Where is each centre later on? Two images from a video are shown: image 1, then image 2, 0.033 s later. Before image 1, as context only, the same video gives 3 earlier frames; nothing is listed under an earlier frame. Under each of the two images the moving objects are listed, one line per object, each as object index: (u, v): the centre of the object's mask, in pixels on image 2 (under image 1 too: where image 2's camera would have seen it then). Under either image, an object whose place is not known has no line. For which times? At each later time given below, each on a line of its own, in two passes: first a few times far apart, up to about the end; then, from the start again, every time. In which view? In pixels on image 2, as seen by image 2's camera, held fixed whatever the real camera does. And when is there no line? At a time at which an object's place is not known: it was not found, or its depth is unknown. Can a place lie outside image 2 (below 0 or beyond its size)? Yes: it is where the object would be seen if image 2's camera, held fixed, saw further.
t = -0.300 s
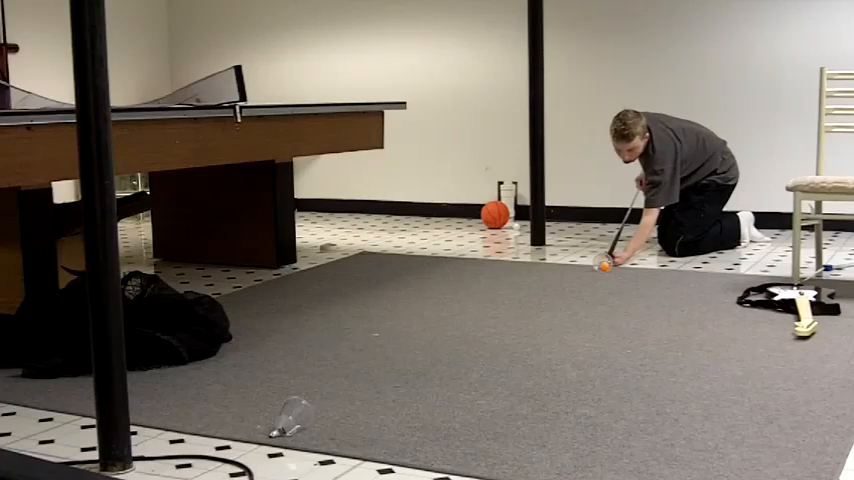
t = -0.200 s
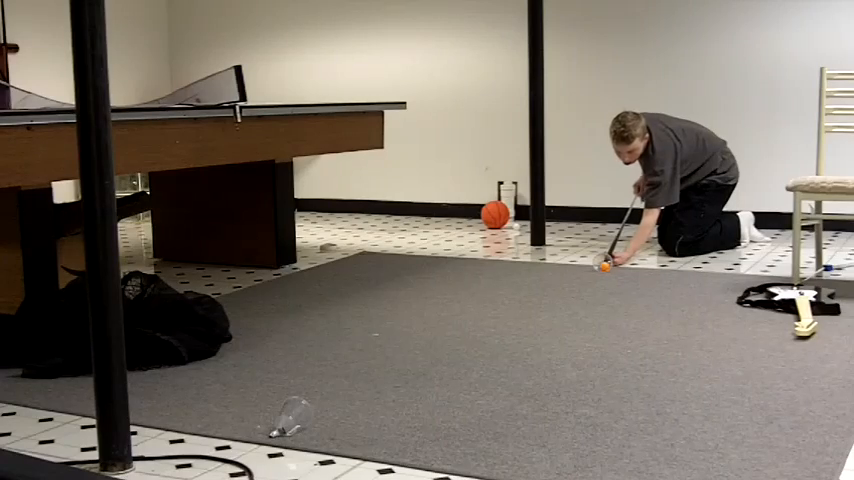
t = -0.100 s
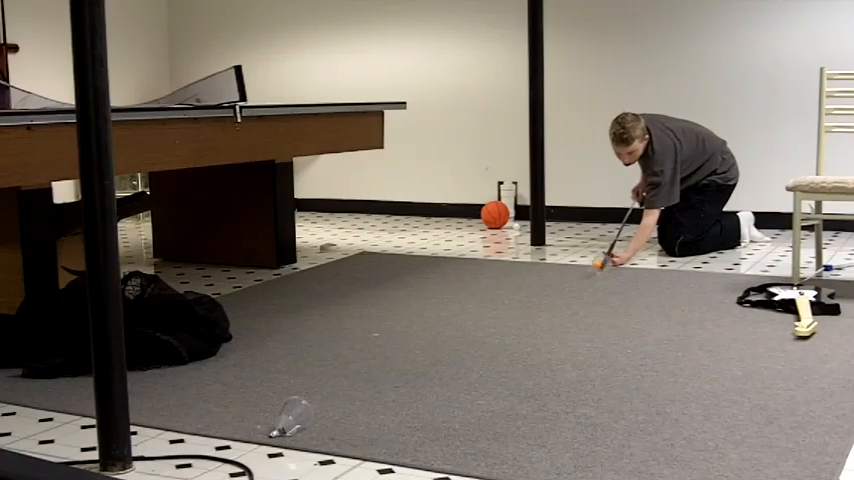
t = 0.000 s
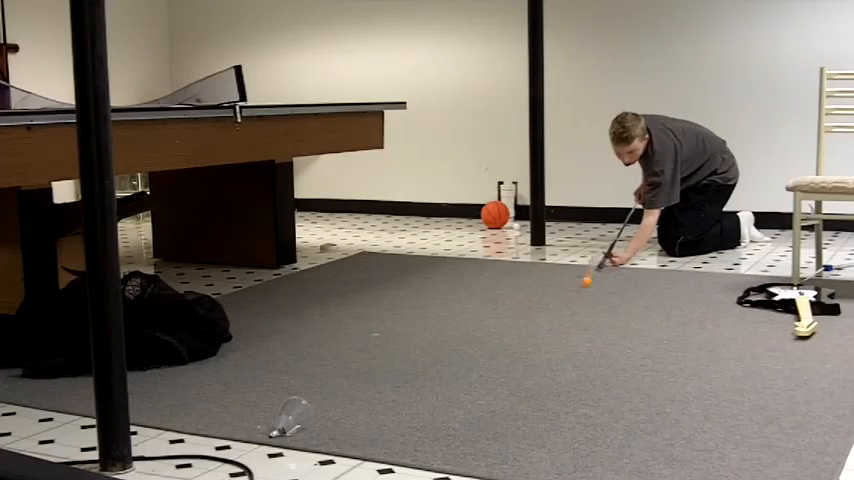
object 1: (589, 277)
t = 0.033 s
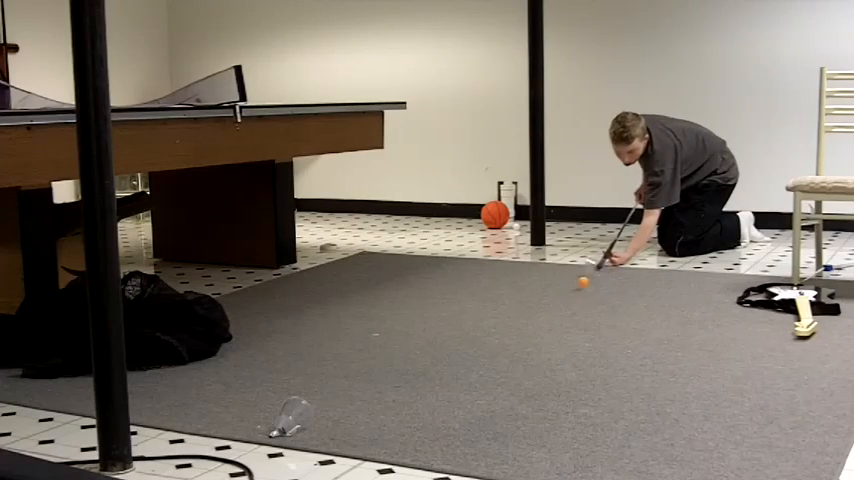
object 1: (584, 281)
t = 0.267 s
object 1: (563, 299)
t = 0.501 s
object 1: (540, 313)
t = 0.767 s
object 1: (513, 327)
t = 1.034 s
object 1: (483, 342)
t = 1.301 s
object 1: (452, 357)
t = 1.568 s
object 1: (419, 372)
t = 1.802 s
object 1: (390, 385)
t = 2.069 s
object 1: (355, 399)
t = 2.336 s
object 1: (321, 413)
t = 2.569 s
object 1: (292, 422)
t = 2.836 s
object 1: (290, 425)
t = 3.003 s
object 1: (290, 426)
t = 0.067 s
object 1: (581, 282)
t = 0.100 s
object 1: (578, 285)
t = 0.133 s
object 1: (574, 292)
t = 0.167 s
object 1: (572, 292)
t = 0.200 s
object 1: (569, 294)
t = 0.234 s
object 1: (565, 298)
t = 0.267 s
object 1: (563, 299)
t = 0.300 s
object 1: (559, 301)
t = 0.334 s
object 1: (556, 304)
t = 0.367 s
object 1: (553, 306)
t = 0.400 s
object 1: (550, 307)
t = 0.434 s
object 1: (546, 309)
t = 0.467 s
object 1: (543, 311)
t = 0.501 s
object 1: (540, 313)
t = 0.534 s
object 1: (537, 314)
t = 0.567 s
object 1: (534, 316)
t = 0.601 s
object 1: (530, 318)
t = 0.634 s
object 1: (526, 320)
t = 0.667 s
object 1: (523, 322)
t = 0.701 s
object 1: (519, 323)
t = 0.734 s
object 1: (516, 325)
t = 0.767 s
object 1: (513, 327)
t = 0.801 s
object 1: (509, 329)
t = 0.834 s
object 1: (505, 330)
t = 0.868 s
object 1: (501, 332)
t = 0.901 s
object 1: (498, 334)
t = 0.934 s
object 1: (494, 336)
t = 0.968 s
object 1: (490, 338)
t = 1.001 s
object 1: (486, 340)
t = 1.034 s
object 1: (483, 342)
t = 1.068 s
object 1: (479, 343)
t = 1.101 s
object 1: (475, 345)
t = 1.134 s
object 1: (471, 347)
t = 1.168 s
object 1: (467, 349)
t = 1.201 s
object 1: (464, 351)
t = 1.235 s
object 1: (459, 353)
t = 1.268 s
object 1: (455, 355)
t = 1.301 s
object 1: (452, 357)
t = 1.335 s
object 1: (447, 359)
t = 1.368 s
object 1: (443, 361)
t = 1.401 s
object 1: (439, 362)
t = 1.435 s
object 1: (435, 364)
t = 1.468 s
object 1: (431, 366)
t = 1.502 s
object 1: (427, 368)
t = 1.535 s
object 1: (424, 370)
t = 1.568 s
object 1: (419, 372)
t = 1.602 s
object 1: (415, 374)
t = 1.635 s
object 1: (411, 376)
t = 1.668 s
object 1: (406, 378)
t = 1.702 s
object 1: (402, 380)
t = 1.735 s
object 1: (398, 381)
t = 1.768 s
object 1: (394, 383)
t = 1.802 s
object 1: (390, 385)
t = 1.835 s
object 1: (386, 387)
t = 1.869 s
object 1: (382, 389)
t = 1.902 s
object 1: (377, 391)
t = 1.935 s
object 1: (372, 392)
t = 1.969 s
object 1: (368, 394)
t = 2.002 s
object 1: (364, 395)
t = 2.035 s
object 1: (359, 397)
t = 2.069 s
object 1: (355, 399)
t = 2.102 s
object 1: (351, 401)
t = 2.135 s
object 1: (346, 402)
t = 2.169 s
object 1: (342, 404)
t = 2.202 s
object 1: (338, 406)
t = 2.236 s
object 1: (334, 407)
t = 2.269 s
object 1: (329, 409)
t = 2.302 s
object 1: (325, 411)
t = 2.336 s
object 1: (321, 413)
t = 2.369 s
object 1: (317, 414)
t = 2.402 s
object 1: (313, 416)
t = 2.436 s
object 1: (306, 417)
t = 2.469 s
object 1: (304, 418)
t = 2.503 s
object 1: (301, 418)
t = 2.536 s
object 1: (296, 420)
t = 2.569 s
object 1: (292, 422)
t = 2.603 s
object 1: (290, 423)
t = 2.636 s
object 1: (290, 424)
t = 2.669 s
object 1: (290, 425)
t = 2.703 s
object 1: (291, 425)
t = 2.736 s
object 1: (292, 425)
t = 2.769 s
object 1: (292, 425)
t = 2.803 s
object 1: (292, 425)
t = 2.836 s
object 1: (290, 425)
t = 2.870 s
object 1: (290, 426)
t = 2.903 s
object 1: (290, 426)
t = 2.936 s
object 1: (290, 426)
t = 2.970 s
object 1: (290, 426)
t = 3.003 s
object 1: (290, 426)
